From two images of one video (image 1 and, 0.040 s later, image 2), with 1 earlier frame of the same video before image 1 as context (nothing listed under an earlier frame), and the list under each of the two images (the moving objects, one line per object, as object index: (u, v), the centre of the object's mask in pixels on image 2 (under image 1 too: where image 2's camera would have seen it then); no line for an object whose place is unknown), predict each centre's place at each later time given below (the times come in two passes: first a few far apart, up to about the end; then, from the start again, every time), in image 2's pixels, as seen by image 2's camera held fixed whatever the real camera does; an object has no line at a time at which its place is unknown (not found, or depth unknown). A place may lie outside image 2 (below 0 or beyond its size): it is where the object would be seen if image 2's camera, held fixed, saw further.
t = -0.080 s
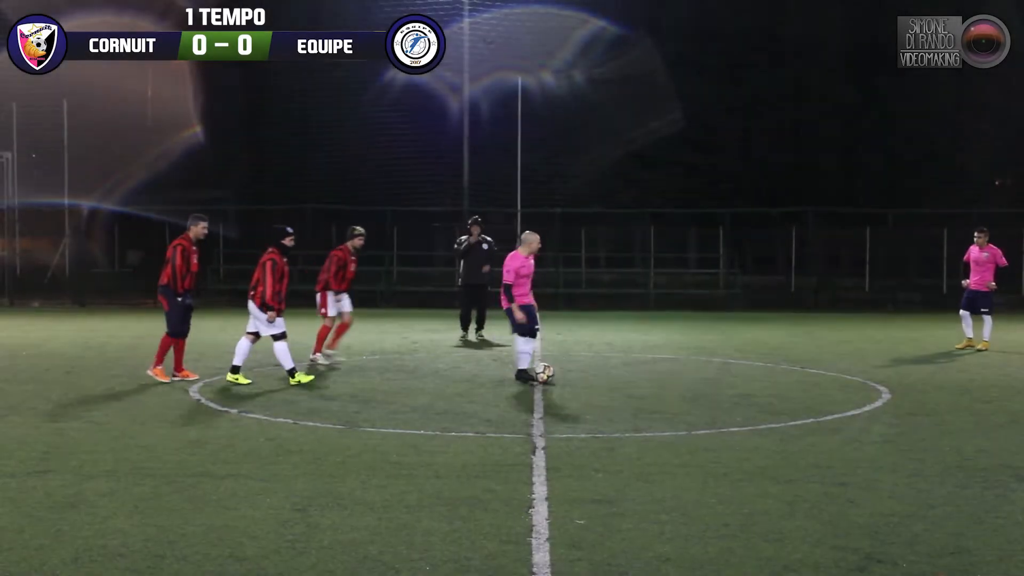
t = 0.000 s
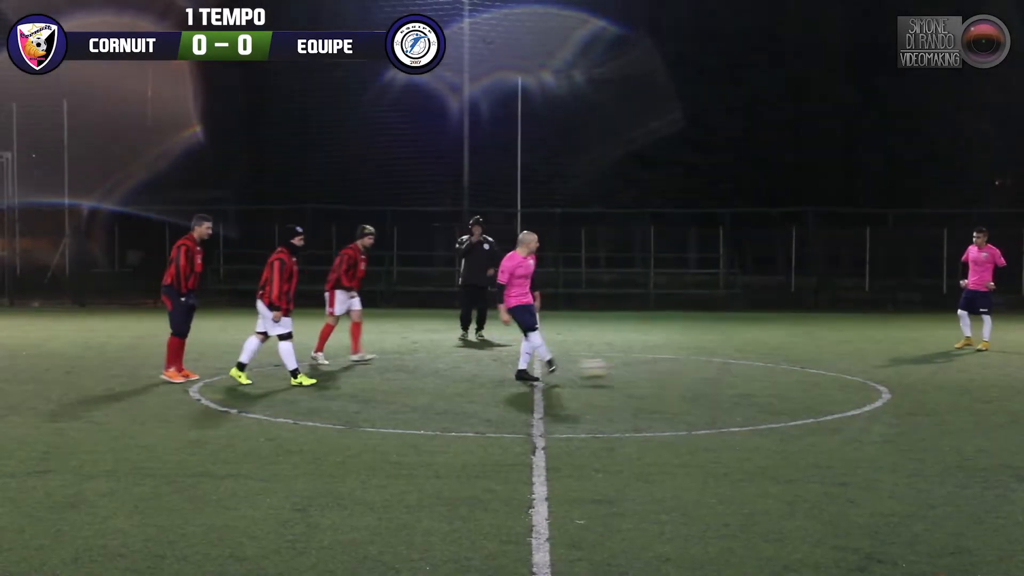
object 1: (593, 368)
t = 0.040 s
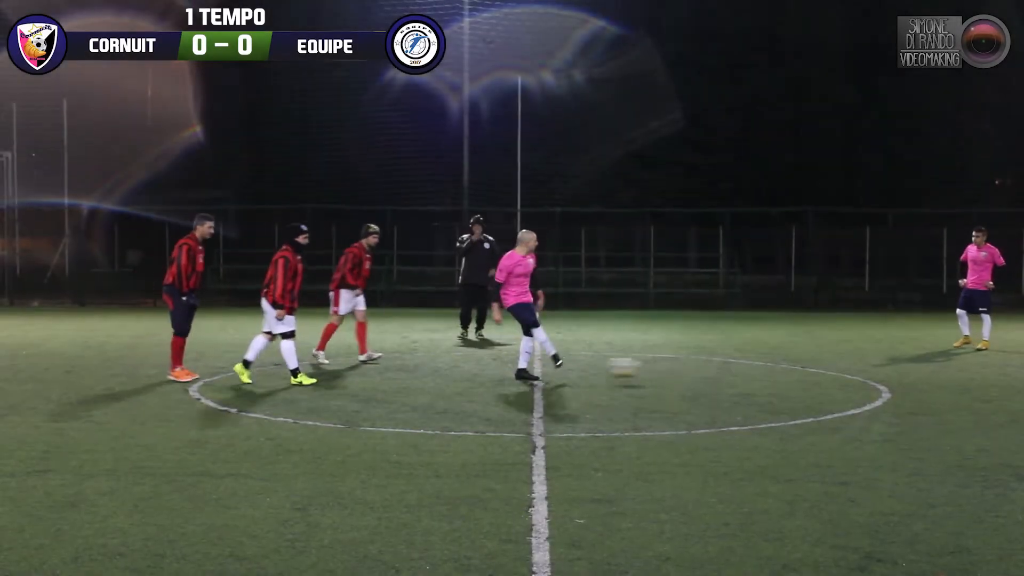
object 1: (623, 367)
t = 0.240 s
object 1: (769, 372)
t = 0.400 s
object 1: (876, 371)
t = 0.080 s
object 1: (652, 367)
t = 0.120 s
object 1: (684, 371)
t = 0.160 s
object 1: (715, 375)
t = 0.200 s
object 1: (743, 372)
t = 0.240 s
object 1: (769, 372)
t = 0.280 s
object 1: (797, 372)
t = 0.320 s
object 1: (823, 376)
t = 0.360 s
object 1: (852, 375)
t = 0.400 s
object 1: (876, 371)
